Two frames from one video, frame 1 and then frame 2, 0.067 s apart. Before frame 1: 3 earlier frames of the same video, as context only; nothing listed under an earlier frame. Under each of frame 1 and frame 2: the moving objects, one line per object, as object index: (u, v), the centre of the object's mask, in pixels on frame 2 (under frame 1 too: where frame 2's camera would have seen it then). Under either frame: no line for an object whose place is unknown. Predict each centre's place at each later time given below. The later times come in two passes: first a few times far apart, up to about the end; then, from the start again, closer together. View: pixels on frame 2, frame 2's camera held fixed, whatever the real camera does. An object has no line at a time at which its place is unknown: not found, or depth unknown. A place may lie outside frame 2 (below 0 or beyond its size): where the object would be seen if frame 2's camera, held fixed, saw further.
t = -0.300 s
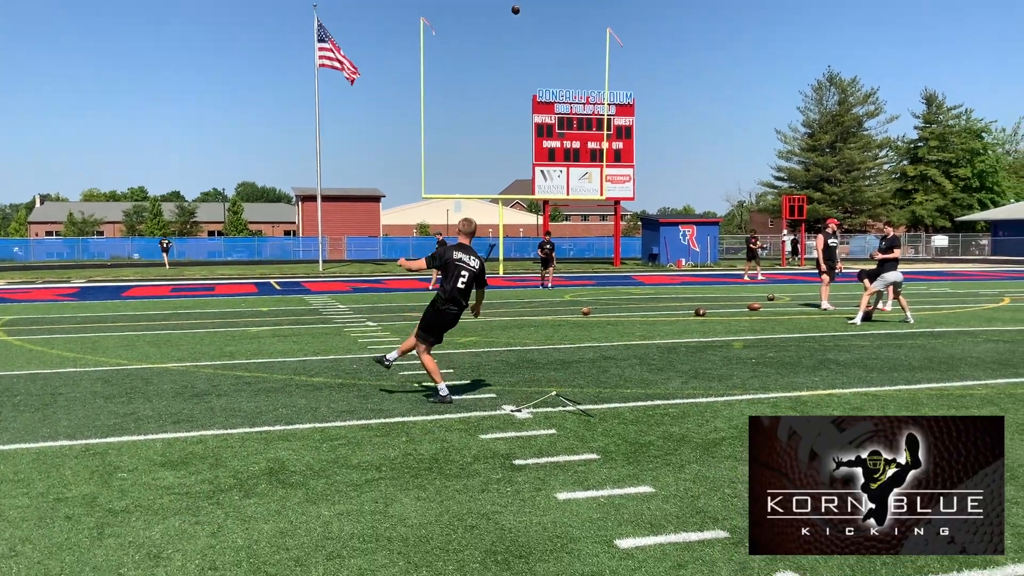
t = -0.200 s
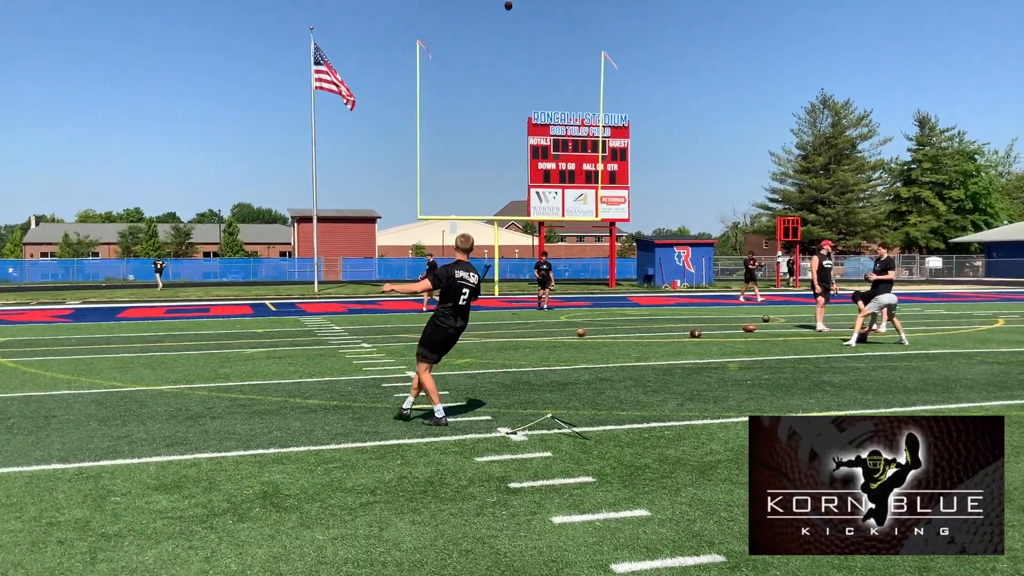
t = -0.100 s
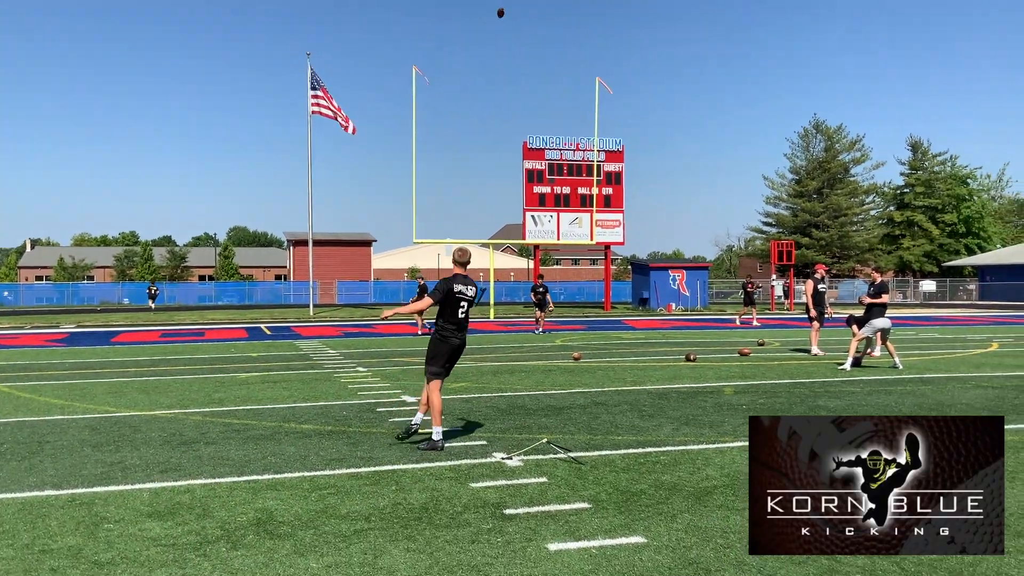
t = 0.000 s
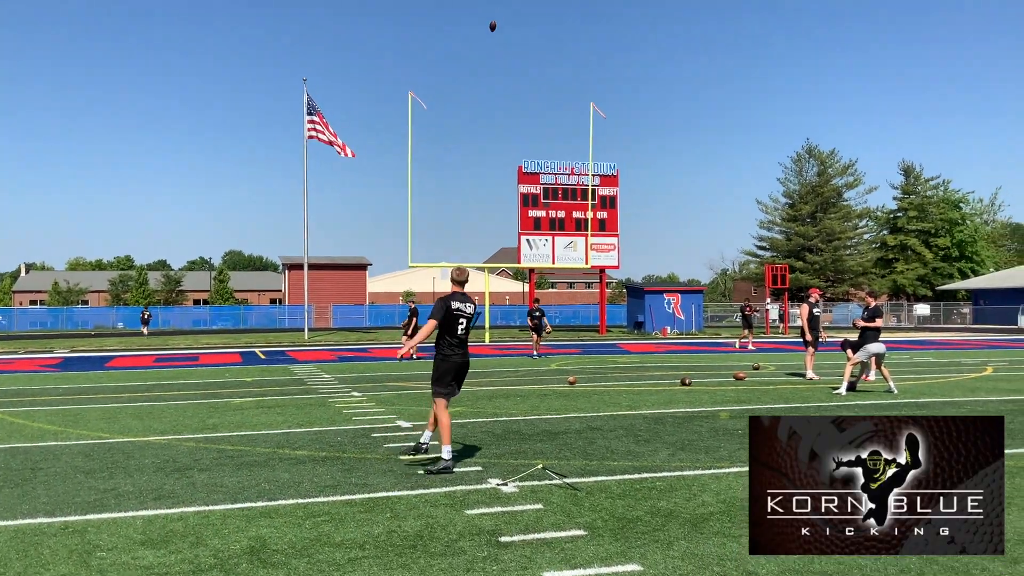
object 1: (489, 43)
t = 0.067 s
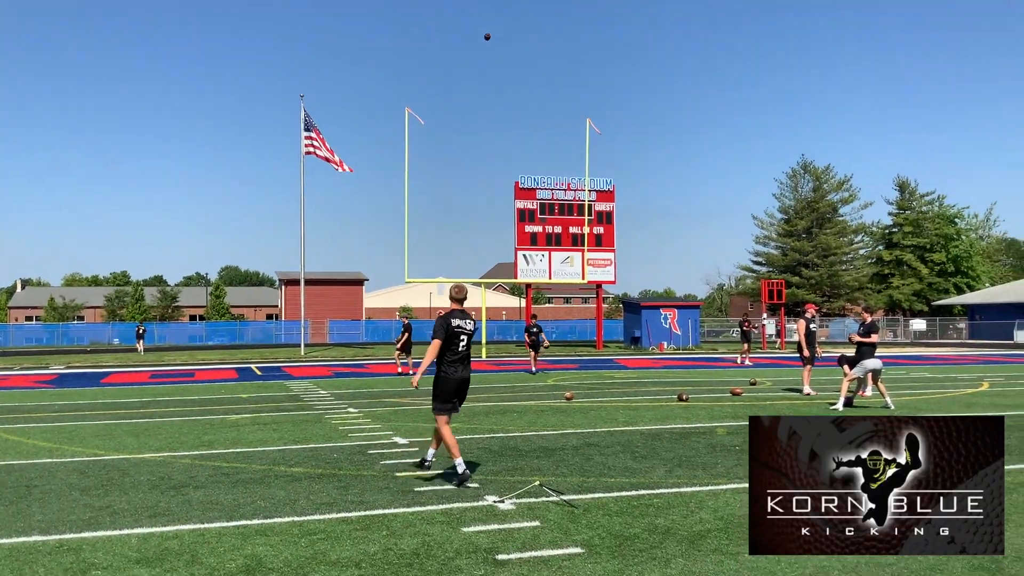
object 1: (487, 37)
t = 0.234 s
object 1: (482, 27)
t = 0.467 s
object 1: (477, 26)
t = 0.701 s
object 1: (474, 37)
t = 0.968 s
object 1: (472, 60)
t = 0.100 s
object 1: (486, 34)
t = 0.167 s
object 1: (484, 30)
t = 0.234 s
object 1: (482, 27)
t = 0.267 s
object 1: (481, 26)
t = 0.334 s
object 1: (480, 25)
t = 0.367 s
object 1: (479, 25)
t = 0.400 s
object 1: (478, 25)
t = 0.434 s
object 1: (478, 25)
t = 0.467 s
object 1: (477, 26)
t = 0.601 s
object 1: (476, 31)
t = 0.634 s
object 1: (475, 32)
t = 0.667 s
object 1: (475, 35)
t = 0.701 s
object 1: (474, 37)
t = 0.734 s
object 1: (474, 39)
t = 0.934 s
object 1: (473, 56)
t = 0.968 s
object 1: (472, 60)
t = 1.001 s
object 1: (472, 63)
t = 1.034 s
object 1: (471, 67)
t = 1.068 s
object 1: (471, 71)
